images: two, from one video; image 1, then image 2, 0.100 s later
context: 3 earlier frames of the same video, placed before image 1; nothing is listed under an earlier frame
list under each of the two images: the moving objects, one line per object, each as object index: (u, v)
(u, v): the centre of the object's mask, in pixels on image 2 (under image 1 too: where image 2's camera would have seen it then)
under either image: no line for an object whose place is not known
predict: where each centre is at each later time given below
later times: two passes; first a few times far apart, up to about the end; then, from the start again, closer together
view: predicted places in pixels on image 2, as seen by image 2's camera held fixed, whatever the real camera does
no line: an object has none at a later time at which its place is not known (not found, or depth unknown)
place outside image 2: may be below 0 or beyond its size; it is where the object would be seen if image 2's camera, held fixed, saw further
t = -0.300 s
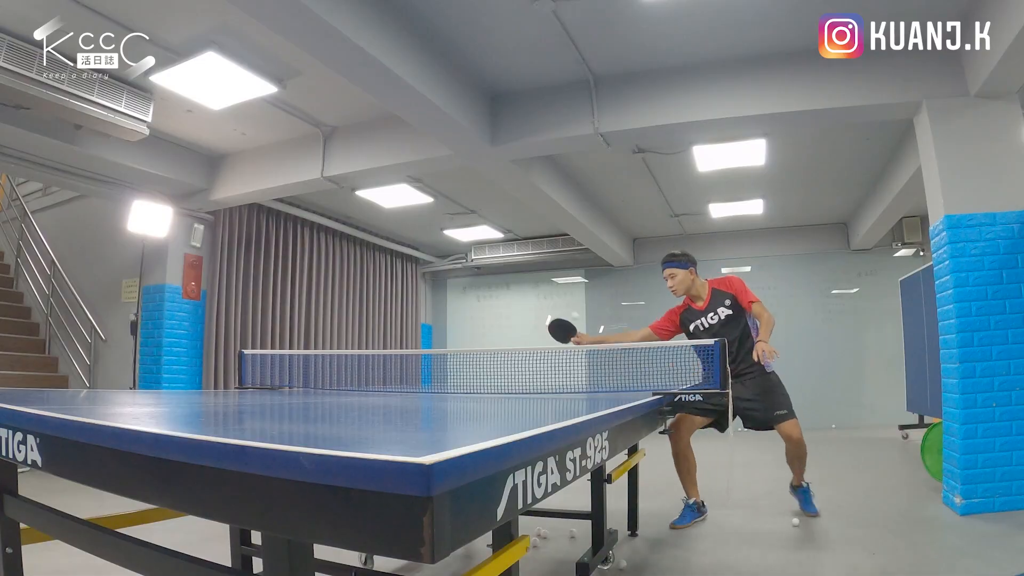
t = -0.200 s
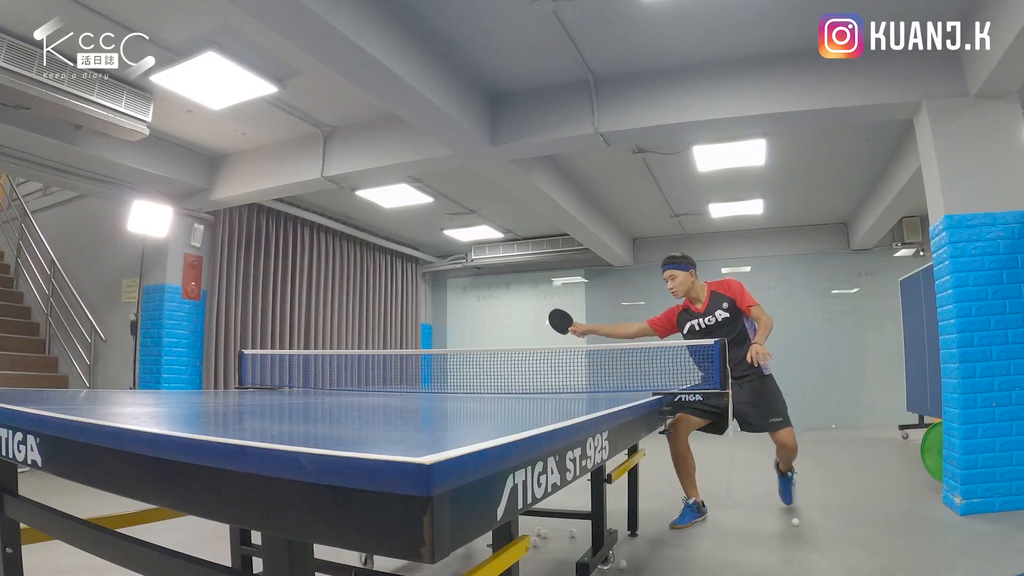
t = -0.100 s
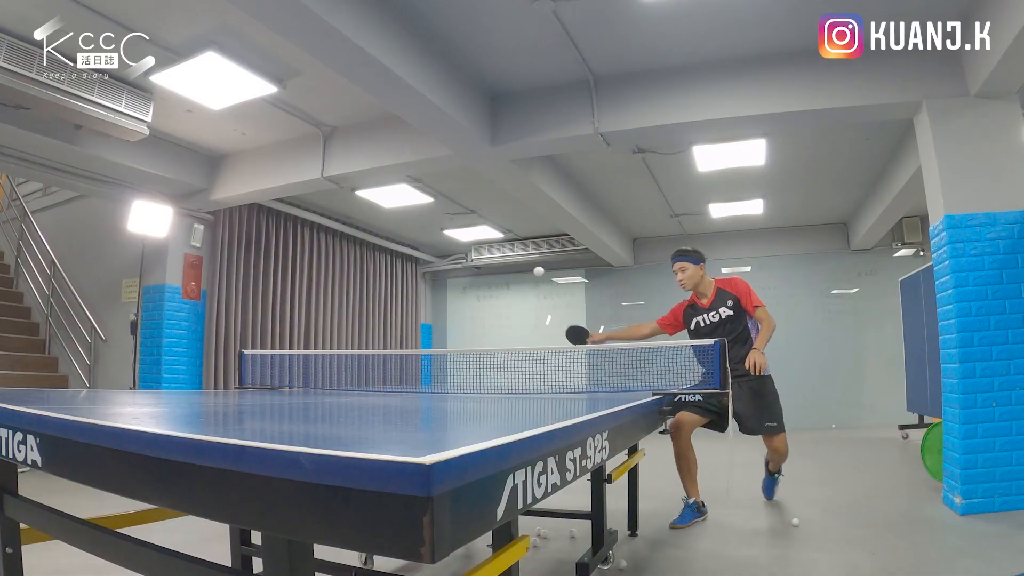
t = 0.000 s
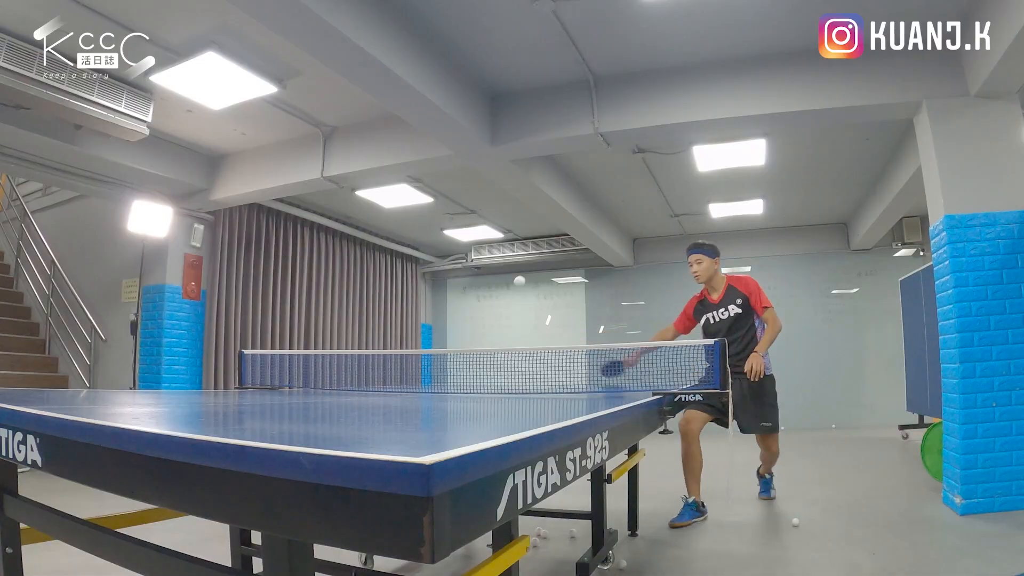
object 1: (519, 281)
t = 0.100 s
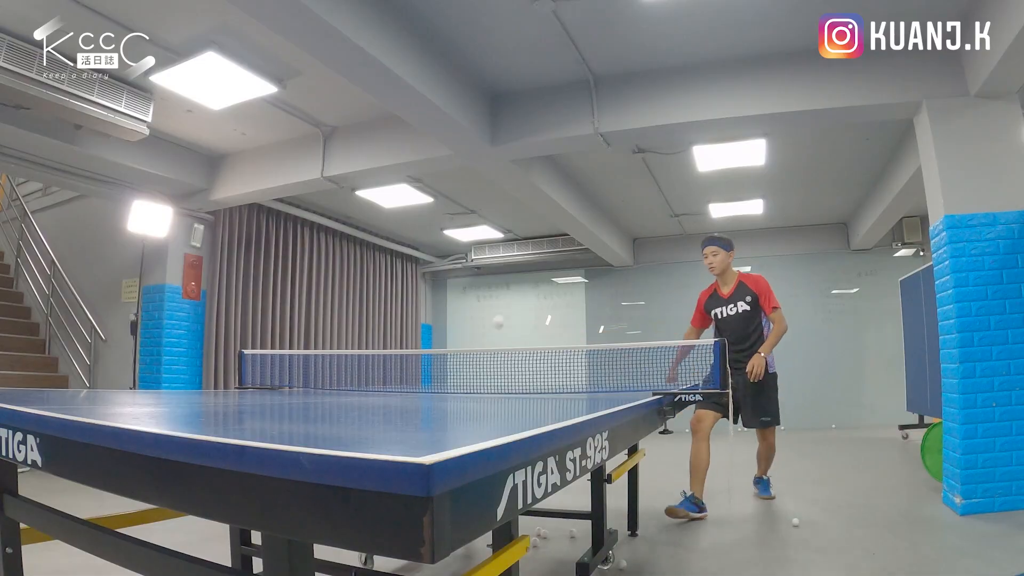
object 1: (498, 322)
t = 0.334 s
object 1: (441, 285)
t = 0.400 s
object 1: (422, 258)
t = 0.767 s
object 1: (280, 351)
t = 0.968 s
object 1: (172, 202)
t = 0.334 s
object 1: (441, 285)
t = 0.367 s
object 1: (432, 270)
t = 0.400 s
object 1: (422, 258)
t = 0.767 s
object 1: (280, 351)
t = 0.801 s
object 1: (264, 314)
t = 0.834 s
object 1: (246, 282)
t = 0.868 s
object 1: (229, 254)
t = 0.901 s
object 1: (211, 231)
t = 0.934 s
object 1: (191, 214)
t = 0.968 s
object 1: (172, 202)
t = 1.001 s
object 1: (148, 197)
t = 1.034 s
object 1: (120, 202)
